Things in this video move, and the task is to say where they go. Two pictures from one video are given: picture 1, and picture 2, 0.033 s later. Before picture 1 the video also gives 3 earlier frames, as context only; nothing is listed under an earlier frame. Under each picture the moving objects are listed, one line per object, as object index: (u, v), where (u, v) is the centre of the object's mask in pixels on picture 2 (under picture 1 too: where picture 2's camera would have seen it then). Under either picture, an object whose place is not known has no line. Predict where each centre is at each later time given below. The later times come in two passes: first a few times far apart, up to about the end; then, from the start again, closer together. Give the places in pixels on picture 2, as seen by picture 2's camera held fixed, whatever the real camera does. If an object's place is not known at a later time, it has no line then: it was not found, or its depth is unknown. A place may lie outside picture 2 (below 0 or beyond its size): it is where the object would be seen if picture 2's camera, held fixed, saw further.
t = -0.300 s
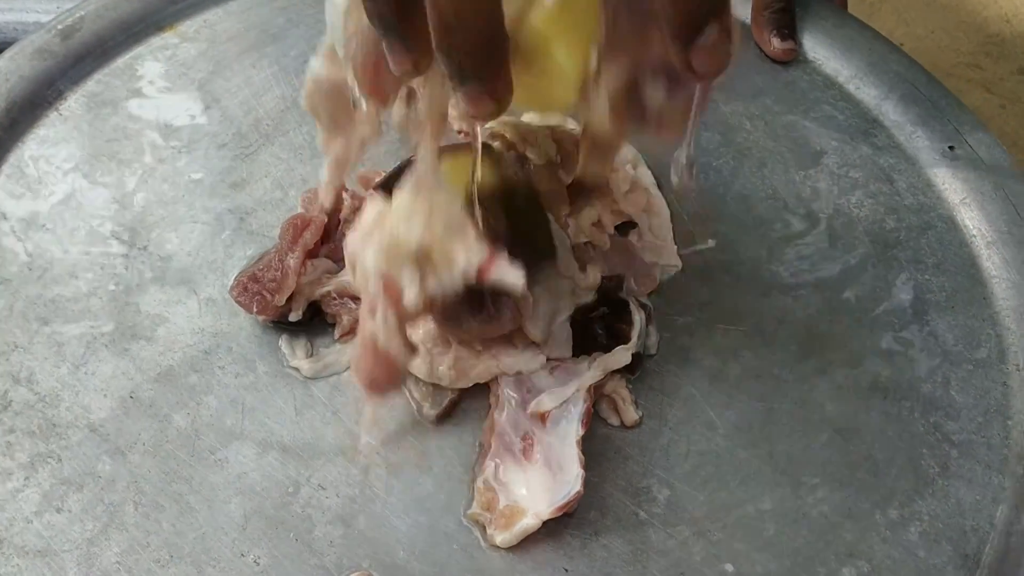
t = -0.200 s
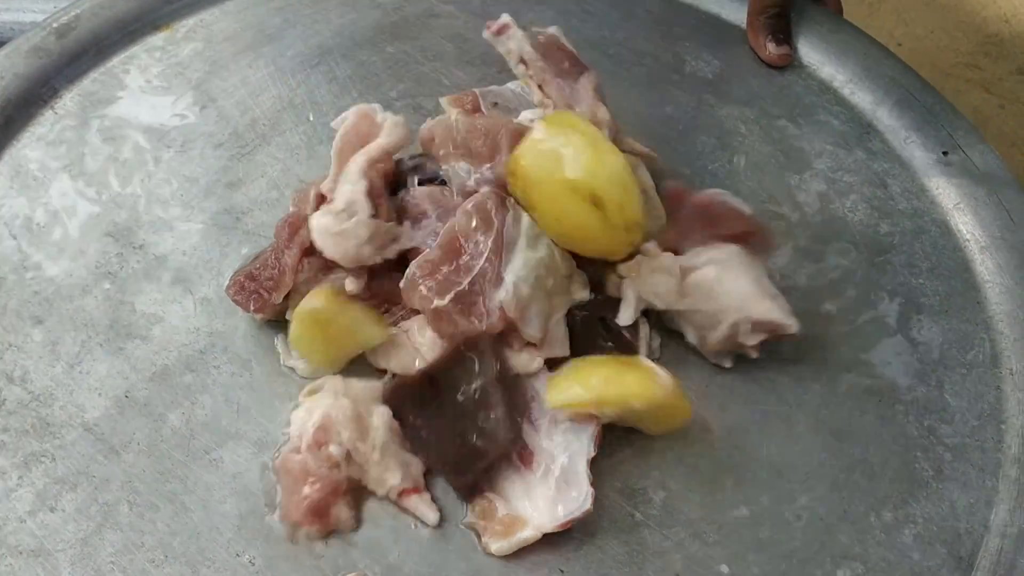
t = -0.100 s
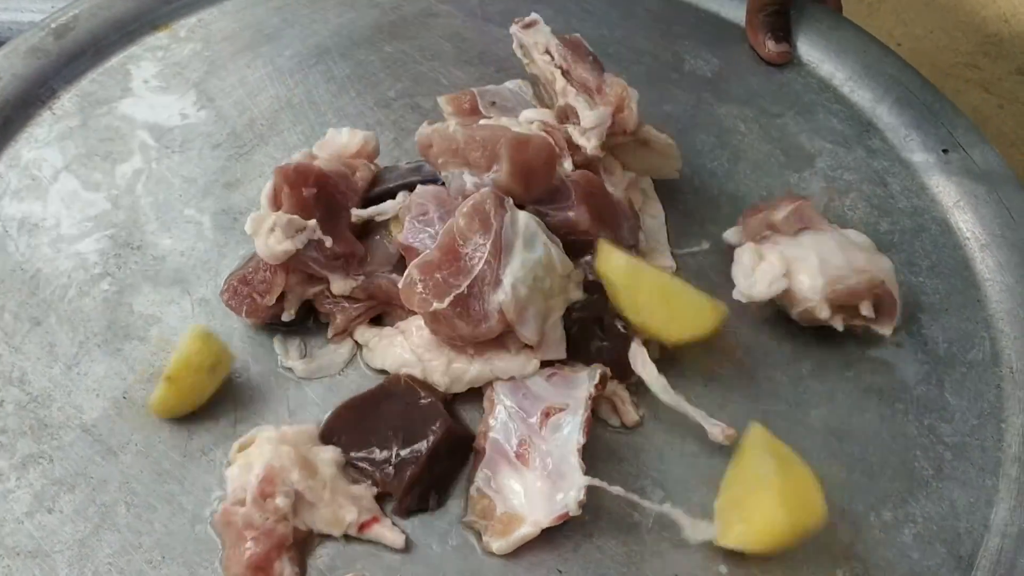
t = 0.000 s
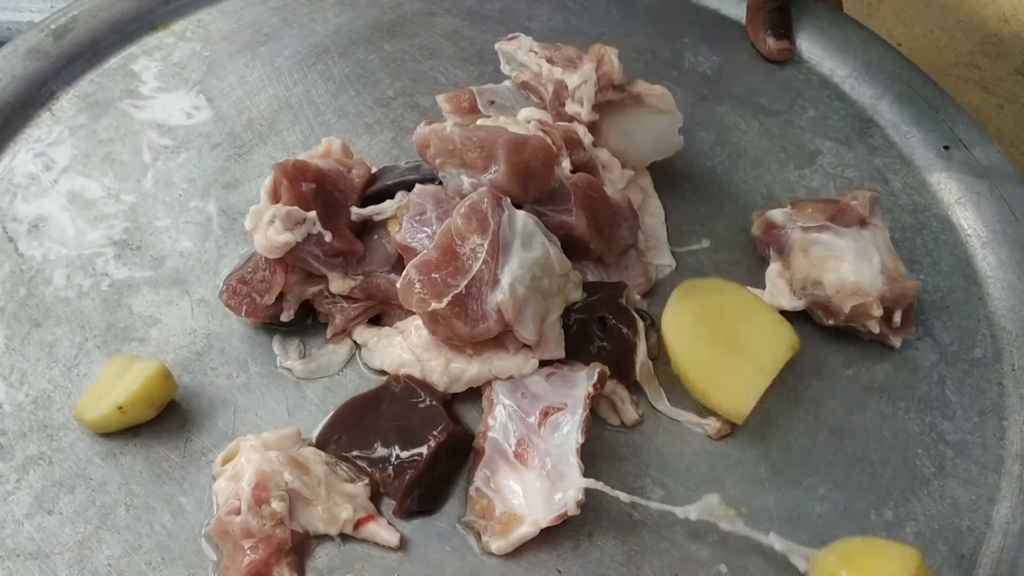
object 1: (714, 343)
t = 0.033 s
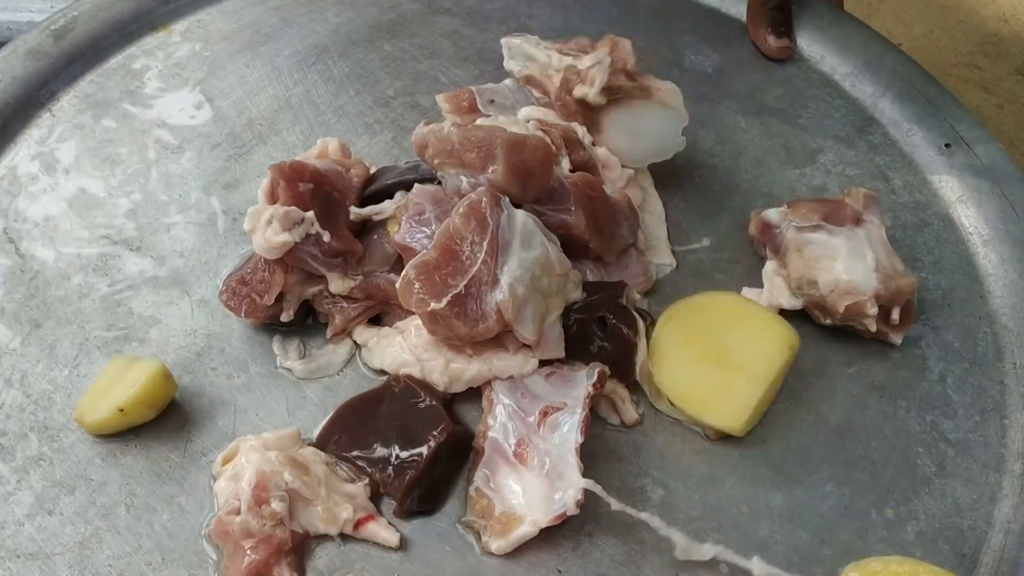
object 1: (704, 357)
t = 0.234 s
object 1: (701, 340)
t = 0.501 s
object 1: (701, 340)
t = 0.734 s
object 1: (701, 339)
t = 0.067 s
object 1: (695, 356)
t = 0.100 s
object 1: (694, 355)
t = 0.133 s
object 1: (697, 352)
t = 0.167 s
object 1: (702, 348)
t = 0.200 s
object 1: (704, 342)
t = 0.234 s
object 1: (701, 340)
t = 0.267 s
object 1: (701, 341)
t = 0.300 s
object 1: (700, 342)
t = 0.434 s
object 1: (701, 341)
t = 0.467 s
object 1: (701, 340)
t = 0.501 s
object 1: (701, 340)
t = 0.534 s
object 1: (701, 340)
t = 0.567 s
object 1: (701, 340)
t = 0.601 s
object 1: (701, 339)
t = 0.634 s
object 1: (701, 340)
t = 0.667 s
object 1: (701, 339)
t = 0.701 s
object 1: (701, 339)
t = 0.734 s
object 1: (701, 339)
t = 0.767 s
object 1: (702, 339)
